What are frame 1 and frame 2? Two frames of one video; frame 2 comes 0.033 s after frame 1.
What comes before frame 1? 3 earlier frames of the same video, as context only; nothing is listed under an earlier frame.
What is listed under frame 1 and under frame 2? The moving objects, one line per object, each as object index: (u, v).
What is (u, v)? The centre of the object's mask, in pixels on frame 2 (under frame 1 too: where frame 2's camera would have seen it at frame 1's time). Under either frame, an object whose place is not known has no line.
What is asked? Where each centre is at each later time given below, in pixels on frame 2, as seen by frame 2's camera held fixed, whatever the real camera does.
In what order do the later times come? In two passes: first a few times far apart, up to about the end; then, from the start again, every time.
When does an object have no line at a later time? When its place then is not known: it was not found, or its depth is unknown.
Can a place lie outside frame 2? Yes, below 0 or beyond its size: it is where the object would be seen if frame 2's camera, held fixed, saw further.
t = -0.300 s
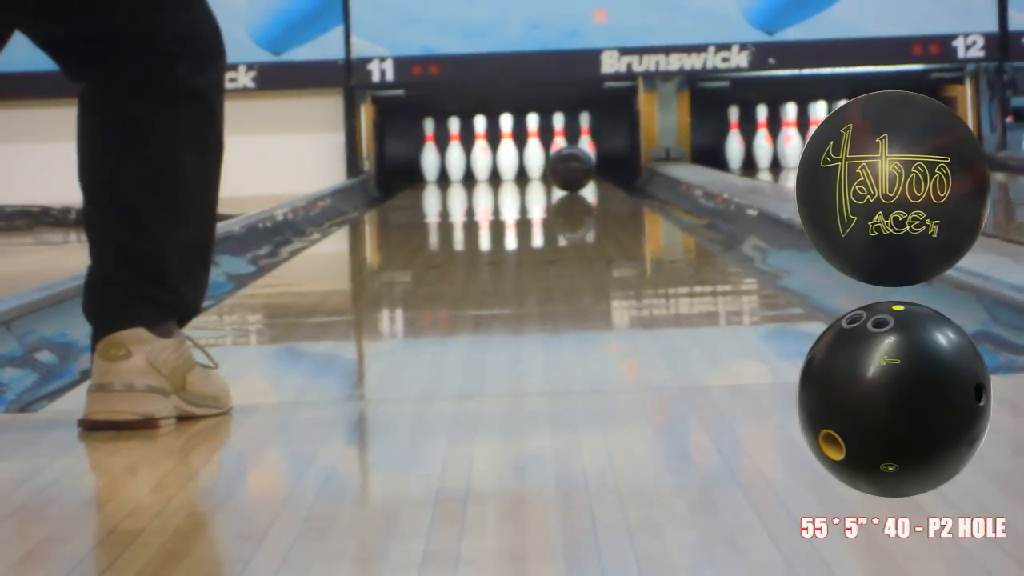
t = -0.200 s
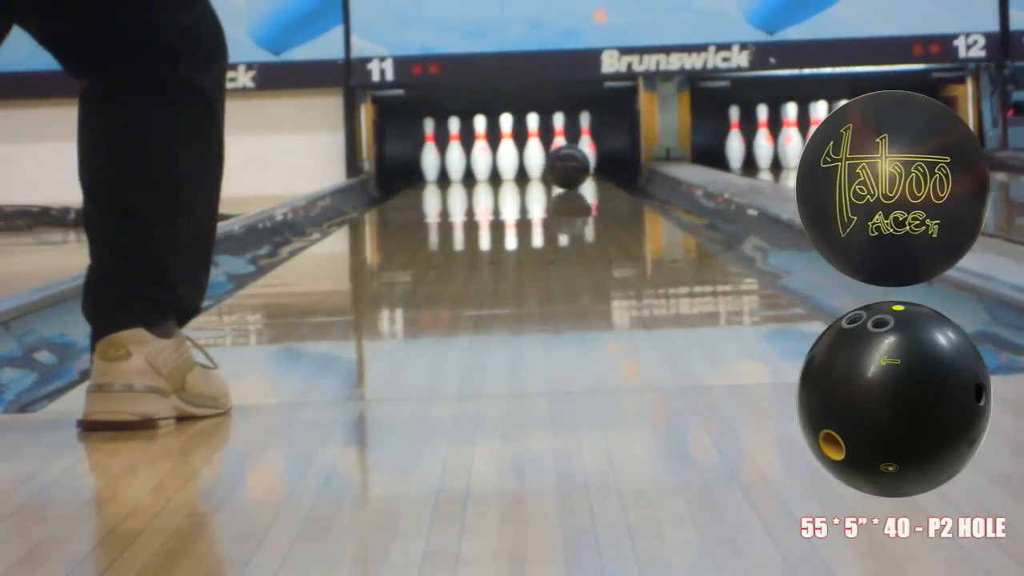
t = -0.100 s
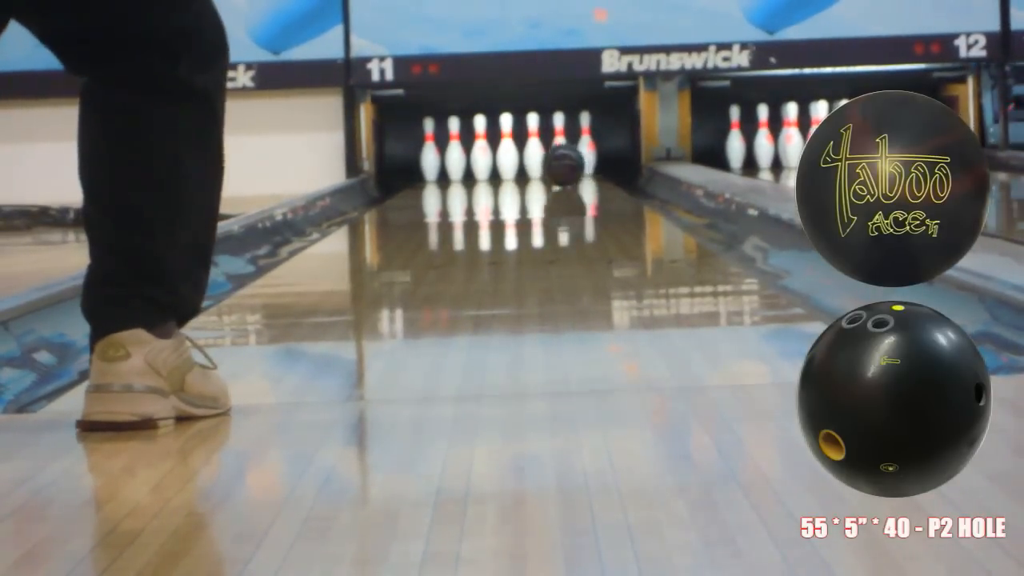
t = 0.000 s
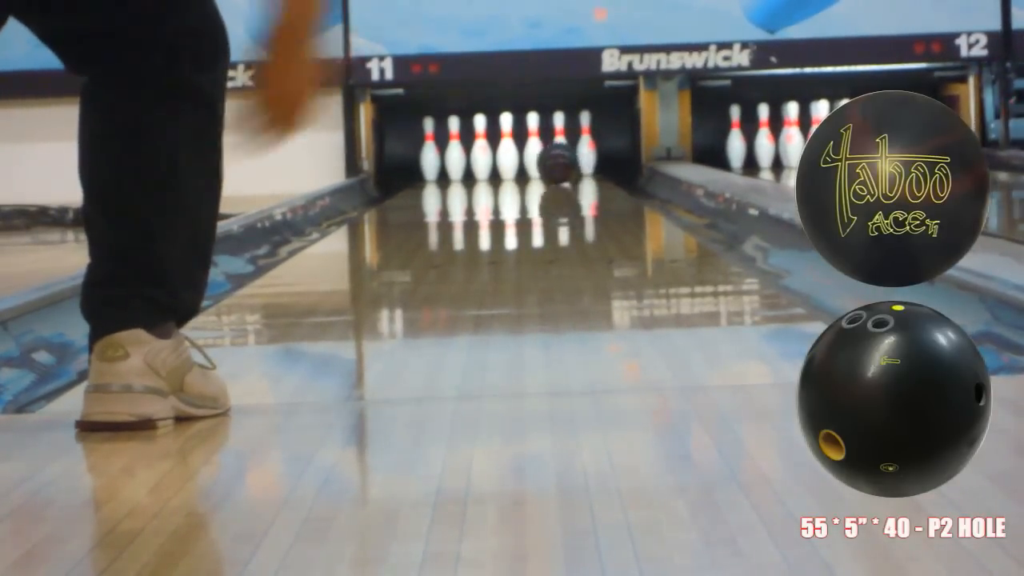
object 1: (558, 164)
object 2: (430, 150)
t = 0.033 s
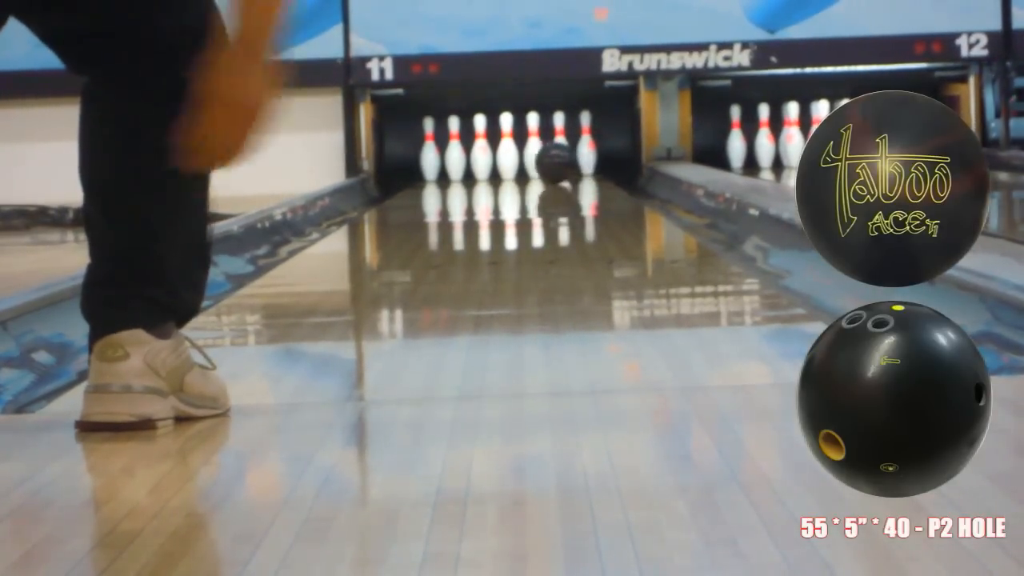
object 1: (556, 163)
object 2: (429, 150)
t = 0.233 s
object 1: (539, 161)
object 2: (428, 151)
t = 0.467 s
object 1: (522, 160)
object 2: (426, 149)
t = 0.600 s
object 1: (523, 160)
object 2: (417, 140)
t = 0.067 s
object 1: (553, 163)
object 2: (429, 151)
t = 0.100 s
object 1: (550, 162)
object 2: (429, 151)
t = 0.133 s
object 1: (547, 162)
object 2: (429, 151)
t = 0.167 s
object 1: (544, 162)
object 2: (429, 151)
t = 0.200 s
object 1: (541, 162)
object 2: (429, 151)
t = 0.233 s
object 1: (539, 161)
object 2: (428, 151)
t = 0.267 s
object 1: (535, 162)
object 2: (428, 151)
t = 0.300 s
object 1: (531, 161)
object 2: (428, 151)
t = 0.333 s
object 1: (527, 160)
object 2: (428, 151)
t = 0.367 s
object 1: (524, 161)
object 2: (428, 151)
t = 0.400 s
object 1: (523, 161)
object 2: (427, 151)
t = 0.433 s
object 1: (523, 161)
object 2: (427, 151)
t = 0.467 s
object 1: (522, 160)
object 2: (426, 149)
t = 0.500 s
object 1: (520, 160)
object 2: (424, 151)
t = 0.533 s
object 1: (520, 160)
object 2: (422, 151)
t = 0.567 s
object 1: (521, 161)
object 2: (419, 139)
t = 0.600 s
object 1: (523, 160)
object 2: (417, 140)
